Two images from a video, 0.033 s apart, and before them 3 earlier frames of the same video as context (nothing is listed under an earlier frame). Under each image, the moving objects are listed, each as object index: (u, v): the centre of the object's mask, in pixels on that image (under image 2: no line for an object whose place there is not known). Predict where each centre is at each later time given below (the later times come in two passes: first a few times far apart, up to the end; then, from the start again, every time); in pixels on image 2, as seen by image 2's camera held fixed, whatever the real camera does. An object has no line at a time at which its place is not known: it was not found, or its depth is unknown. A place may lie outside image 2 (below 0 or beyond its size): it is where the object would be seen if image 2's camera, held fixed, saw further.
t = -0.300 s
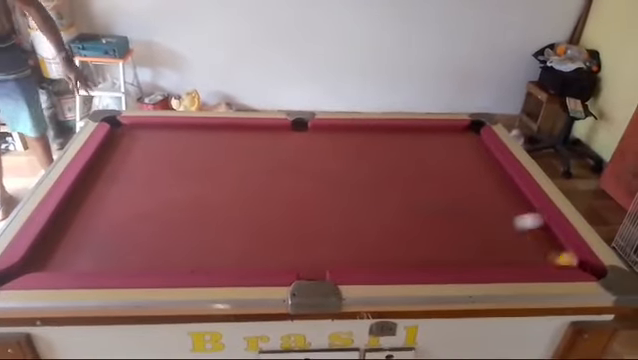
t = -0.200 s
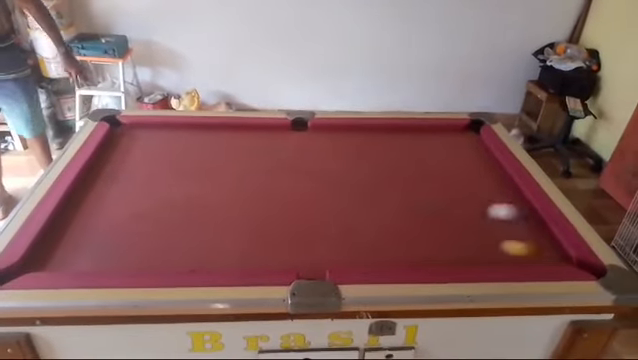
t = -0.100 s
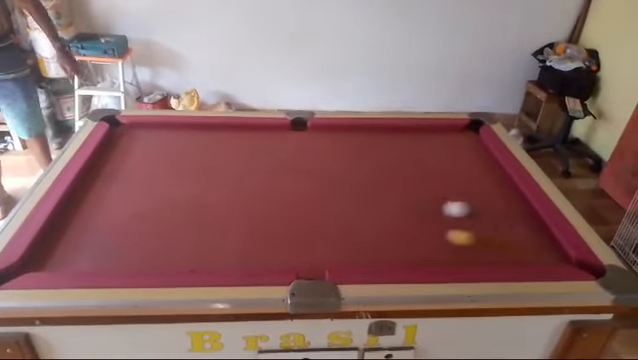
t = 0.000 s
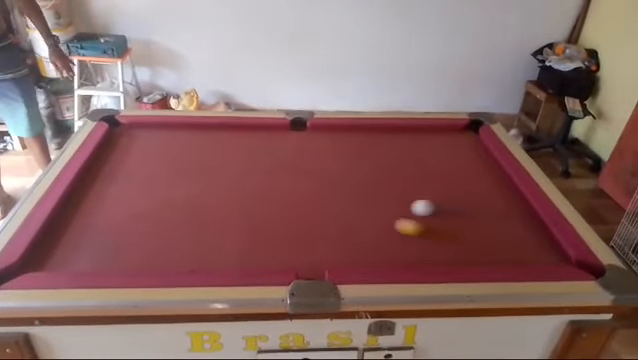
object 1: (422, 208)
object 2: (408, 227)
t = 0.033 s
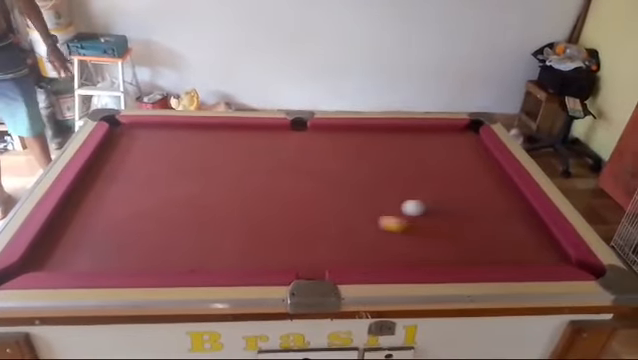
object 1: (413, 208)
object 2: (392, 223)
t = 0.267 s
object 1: (344, 208)
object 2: (283, 202)
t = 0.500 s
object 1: (277, 208)
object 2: (185, 184)
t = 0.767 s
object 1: (199, 208)
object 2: (96, 164)
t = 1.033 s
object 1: (120, 209)
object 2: (163, 159)
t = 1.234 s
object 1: (65, 208)
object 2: (208, 155)
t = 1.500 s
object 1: (119, 208)
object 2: (265, 151)
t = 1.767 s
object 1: (173, 208)
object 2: (318, 147)
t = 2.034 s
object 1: (225, 208)
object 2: (366, 141)
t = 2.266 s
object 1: (268, 207)
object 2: (406, 137)
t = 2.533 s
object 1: (315, 206)
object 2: (448, 133)
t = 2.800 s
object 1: (361, 206)
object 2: (461, 129)
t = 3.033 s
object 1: (398, 205)
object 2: (448, 135)
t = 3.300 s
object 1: (441, 206)
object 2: (434, 142)
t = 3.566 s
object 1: (482, 206)
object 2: (420, 149)
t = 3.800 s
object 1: (517, 206)
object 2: (409, 155)
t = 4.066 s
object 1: (514, 206)
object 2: (395, 162)
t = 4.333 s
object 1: (497, 206)
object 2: (383, 169)
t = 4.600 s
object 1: (481, 206)
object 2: (371, 175)
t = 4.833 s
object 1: (470, 206)
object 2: (361, 181)
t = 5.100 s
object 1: (458, 206)
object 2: (351, 187)
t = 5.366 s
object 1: (449, 207)
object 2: (342, 192)
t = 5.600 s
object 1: (442, 207)
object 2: (334, 198)
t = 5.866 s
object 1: (437, 208)
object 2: (327, 203)
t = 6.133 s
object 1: (434, 208)
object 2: (320, 207)
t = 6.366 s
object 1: (434, 209)
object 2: (316, 210)
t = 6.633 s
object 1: (434, 209)
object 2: (311, 214)
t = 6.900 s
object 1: (434, 208)
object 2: (309, 216)
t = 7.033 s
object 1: (434, 208)
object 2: (308, 217)
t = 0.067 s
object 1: (403, 208)
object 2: (375, 220)
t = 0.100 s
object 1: (393, 207)
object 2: (359, 217)
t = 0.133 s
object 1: (383, 208)
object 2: (343, 214)
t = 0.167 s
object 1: (373, 207)
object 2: (328, 211)
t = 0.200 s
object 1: (364, 208)
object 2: (312, 208)
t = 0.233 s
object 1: (354, 207)
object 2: (298, 205)
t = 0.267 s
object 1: (344, 208)
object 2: (283, 202)
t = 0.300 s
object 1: (335, 207)
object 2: (268, 199)
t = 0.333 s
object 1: (325, 207)
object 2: (254, 196)
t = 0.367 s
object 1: (315, 208)
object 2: (240, 194)
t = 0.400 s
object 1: (306, 208)
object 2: (226, 191)
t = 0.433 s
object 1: (296, 207)
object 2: (212, 188)
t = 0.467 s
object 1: (287, 208)
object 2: (199, 186)
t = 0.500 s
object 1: (277, 208)
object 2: (185, 184)
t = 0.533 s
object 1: (267, 208)
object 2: (172, 181)
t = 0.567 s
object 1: (257, 208)
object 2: (159, 178)
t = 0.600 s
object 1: (247, 208)
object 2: (145, 176)
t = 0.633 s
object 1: (238, 208)
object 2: (134, 173)
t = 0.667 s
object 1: (228, 208)
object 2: (121, 171)
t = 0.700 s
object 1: (218, 208)
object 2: (107, 168)
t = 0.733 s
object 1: (208, 208)
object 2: (96, 165)
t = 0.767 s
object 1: (199, 208)
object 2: (96, 164)
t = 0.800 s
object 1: (189, 208)
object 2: (104, 163)
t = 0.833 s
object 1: (179, 208)
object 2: (113, 163)
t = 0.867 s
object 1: (170, 208)
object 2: (121, 163)
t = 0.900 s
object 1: (159, 208)
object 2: (130, 162)
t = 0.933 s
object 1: (149, 209)
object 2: (138, 161)
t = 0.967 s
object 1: (139, 209)
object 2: (146, 161)
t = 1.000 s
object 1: (129, 209)
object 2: (155, 160)
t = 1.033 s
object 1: (120, 209)
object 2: (163, 159)
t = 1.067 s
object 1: (110, 208)
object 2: (170, 158)
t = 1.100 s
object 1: (99, 208)
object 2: (178, 158)
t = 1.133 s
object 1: (90, 208)
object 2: (186, 157)
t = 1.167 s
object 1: (80, 208)
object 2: (194, 157)
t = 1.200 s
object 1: (71, 208)
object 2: (201, 156)
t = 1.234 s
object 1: (65, 208)
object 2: (208, 155)
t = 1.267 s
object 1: (70, 208)
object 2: (216, 155)
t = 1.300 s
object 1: (77, 209)
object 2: (223, 154)
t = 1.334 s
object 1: (85, 208)
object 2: (230, 154)
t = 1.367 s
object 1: (91, 209)
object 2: (238, 153)
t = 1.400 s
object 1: (99, 209)
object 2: (245, 153)
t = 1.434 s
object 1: (106, 208)
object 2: (252, 152)
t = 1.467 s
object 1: (113, 208)
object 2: (259, 152)
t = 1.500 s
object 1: (119, 208)
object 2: (265, 151)
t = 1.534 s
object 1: (126, 209)
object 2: (272, 151)
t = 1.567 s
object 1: (133, 208)
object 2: (279, 150)
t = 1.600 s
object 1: (140, 208)
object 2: (285, 149)
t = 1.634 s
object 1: (147, 208)
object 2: (292, 149)
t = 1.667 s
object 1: (153, 208)
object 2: (299, 148)
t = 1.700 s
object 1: (160, 208)
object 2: (305, 148)
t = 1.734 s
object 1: (166, 208)
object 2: (312, 147)
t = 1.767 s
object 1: (173, 208)
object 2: (318, 147)
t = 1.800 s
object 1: (180, 208)
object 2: (325, 146)
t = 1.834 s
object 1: (186, 208)
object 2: (330, 145)
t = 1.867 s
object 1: (193, 208)
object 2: (337, 144)
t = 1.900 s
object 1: (200, 207)
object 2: (342, 144)
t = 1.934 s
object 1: (206, 208)
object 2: (348, 143)
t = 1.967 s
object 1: (212, 208)
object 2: (354, 143)
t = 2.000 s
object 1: (218, 207)
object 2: (360, 142)
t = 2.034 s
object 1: (225, 208)
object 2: (366, 141)
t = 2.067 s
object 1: (231, 208)
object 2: (372, 141)
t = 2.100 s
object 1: (237, 208)
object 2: (378, 140)
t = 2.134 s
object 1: (244, 207)
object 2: (383, 140)
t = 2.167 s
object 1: (250, 207)
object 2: (389, 139)
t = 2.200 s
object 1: (256, 207)
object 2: (395, 139)
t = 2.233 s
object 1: (262, 207)
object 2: (401, 138)
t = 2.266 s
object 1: (268, 207)
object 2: (406, 137)
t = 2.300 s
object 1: (274, 207)
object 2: (412, 137)
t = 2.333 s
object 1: (280, 207)
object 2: (417, 136)
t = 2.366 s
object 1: (286, 206)
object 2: (423, 135)
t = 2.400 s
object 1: (292, 207)
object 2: (428, 135)
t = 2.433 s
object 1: (298, 206)
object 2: (433, 135)
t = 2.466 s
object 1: (304, 206)
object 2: (438, 134)
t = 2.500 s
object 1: (310, 206)
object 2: (444, 134)
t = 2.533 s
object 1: (315, 206)
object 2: (448, 133)
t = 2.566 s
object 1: (321, 206)
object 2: (453, 133)
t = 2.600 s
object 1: (327, 206)
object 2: (458, 132)
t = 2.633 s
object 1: (332, 206)
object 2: (464, 132)
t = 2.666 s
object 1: (338, 206)
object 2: (469, 131)
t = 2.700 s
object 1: (344, 206)
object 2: (470, 130)
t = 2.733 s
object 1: (349, 206)
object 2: (466, 129)
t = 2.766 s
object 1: (355, 206)
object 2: (462, 129)
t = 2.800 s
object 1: (361, 206)
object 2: (461, 129)
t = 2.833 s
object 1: (366, 206)
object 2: (459, 130)
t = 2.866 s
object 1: (371, 206)
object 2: (456, 131)
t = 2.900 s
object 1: (377, 206)
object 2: (455, 131)
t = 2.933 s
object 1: (382, 205)
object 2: (453, 133)
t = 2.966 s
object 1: (387, 205)
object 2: (451, 133)
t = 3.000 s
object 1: (393, 205)
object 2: (450, 134)
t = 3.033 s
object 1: (398, 205)
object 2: (448, 135)
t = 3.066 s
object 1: (404, 205)
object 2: (446, 136)
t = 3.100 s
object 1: (409, 206)
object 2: (444, 137)
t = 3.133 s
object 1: (415, 206)
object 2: (443, 138)
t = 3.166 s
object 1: (420, 206)
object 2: (441, 139)
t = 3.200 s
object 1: (425, 206)
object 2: (439, 140)
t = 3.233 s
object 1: (430, 206)
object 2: (438, 141)
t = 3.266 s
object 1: (436, 206)
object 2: (436, 142)
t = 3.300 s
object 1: (441, 206)
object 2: (434, 142)
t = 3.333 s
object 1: (446, 205)
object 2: (432, 143)
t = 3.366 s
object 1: (451, 206)
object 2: (431, 144)
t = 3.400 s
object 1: (456, 206)
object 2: (429, 145)
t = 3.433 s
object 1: (461, 206)
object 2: (427, 146)
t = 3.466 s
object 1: (466, 206)
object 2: (425, 147)
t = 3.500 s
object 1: (471, 206)
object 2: (423, 148)
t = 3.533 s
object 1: (476, 206)
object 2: (422, 148)
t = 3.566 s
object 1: (482, 206)
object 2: (420, 149)
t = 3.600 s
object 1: (487, 206)
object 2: (419, 150)
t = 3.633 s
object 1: (492, 206)
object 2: (417, 151)
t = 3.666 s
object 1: (497, 206)
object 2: (415, 151)
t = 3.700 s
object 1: (502, 206)
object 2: (413, 153)
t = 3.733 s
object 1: (507, 206)
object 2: (412, 153)
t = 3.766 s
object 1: (511, 206)
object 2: (410, 154)
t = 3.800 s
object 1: (517, 206)
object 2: (409, 155)
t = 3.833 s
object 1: (522, 206)
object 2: (407, 156)
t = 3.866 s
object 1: (527, 206)
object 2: (405, 157)
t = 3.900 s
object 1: (526, 206)
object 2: (404, 158)
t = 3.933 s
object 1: (524, 207)
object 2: (402, 158)
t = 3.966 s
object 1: (521, 206)
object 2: (400, 159)
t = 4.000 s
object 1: (519, 206)
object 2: (398, 160)
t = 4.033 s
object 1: (517, 206)
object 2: (397, 161)
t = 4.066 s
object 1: (514, 206)
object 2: (395, 162)
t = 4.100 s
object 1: (512, 206)
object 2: (394, 163)
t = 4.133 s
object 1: (510, 206)
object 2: (393, 164)
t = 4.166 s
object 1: (508, 206)
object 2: (391, 164)
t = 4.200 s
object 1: (505, 206)
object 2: (389, 165)
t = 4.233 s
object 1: (503, 206)
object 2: (388, 166)
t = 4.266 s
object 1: (501, 206)
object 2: (386, 167)
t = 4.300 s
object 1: (499, 206)
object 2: (384, 168)
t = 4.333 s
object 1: (497, 206)
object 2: (383, 169)
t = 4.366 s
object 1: (495, 206)
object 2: (381, 169)
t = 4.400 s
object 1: (493, 206)
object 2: (380, 170)
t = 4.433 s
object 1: (491, 206)
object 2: (378, 171)
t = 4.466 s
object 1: (489, 206)
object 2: (377, 172)
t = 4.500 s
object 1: (487, 206)
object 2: (375, 172)
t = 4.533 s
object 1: (485, 206)
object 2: (374, 173)
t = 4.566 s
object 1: (483, 206)
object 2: (372, 174)
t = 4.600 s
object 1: (481, 206)
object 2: (371, 175)
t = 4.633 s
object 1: (479, 206)
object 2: (370, 176)
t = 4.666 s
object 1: (478, 206)
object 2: (368, 176)
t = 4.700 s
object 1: (476, 206)
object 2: (367, 177)
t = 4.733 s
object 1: (474, 206)
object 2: (365, 178)
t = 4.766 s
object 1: (473, 206)
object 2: (364, 179)
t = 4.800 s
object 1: (471, 206)
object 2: (363, 180)
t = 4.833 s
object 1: (470, 206)
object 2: (361, 181)
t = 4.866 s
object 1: (468, 206)
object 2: (360, 181)
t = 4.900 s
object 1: (466, 206)
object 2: (359, 182)
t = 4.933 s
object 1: (465, 206)
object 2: (357, 183)
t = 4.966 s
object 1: (463, 206)
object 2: (356, 184)
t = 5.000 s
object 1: (462, 206)
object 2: (354, 184)
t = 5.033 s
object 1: (460, 206)
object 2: (353, 185)
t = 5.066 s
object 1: (459, 206)
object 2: (352, 186)
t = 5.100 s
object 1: (458, 206)
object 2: (351, 187)
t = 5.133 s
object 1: (457, 206)
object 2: (350, 187)
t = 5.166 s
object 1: (455, 206)
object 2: (348, 188)
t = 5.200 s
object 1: (454, 206)
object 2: (347, 189)
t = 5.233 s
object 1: (453, 206)
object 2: (346, 189)
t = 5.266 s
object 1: (452, 207)
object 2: (345, 190)
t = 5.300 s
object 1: (451, 207)
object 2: (344, 191)
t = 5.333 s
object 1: (450, 207)
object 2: (343, 192)
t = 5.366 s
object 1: (449, 207)
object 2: (342, 192)
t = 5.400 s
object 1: (447, 207)
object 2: (340, 194)
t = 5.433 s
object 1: (446, 207)
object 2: (339, 194)
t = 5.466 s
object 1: (445, 207)
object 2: (338, 195)
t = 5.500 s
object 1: (445, 207)
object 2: (336, 196)
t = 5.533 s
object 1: (444, 207)
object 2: (335, 196)
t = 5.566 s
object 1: (443, 207)
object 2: (334, 197)
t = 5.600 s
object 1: (442, 207)
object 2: (334, 198)
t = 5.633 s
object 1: (441, 207)
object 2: (332, 198)
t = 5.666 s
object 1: (441, 207)
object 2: (332, 199)
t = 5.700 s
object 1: (440, 207)
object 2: (331, 200)
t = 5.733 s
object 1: (439, 207)
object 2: (330, 200)
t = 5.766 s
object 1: (439, 208)
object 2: (329, 201)
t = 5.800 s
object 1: (438, 208)
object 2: (328, 202)
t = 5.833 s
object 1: (438, 208)
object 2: (327, 202)
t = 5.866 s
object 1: (437, 208)
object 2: (327, 203)
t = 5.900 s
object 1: (436, 208)
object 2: (326, 203)
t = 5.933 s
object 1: (436, 208)
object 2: (325, 204)
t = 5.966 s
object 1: (436, 208)
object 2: (324, 205)
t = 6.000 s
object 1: (436, 208)
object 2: (323, 205)
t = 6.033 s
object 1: (435, 208)
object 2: (323, 206)
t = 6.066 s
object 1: (435, 208)
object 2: (322, 206)
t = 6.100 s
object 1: (435, 208)
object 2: (321, 207)
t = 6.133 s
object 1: (434, 208)
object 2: (320, 207)
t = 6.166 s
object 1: (434, 208)
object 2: (320, 208)
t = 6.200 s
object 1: (434, 208)
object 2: (319, 208)
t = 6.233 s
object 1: (434, 208)
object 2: (318, 209)
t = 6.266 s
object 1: (433, 209)
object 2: (318, 209)
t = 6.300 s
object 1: (433, 209)
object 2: (317, 210)
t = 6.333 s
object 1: (434, 209)
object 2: (316, 210)
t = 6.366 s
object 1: (434, 209)
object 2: (316, 210)
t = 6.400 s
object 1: (434, 209)
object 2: (315, 211)
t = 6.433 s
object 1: (434, 209)
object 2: (314, 211)
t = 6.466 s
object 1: (433, 209)
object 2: (314, 212)
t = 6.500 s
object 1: (434, 209)
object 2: (313, 212)
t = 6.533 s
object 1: (434, 209)
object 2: (313, 213)
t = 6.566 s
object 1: (433, 209)
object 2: (312, 213)
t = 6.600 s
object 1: (434, 209)
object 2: (312, 213)
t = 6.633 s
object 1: (434, 209)
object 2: (311, 214)
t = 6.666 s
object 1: (434, 209)
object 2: (311, 215)
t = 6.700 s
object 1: (434, 209)
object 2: (311, 215)
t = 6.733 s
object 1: (434, 209)
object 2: (310, 215)
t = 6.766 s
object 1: (434, 209)
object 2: (310, 215)
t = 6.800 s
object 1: (434, 209)
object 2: (310, 216)
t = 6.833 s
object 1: (434, 209)
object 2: (309, 216)
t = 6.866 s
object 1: (434, 209)
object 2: (309, 216)
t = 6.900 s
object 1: (434, 208)
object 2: (309, 216)
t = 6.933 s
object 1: (434, 208)
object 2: (308, 216)
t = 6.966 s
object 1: (434, 208)
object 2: (308, 217)
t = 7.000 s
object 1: (434, 208)
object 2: (308, 217)
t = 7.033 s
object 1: (434, 208)
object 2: (308, 217)
